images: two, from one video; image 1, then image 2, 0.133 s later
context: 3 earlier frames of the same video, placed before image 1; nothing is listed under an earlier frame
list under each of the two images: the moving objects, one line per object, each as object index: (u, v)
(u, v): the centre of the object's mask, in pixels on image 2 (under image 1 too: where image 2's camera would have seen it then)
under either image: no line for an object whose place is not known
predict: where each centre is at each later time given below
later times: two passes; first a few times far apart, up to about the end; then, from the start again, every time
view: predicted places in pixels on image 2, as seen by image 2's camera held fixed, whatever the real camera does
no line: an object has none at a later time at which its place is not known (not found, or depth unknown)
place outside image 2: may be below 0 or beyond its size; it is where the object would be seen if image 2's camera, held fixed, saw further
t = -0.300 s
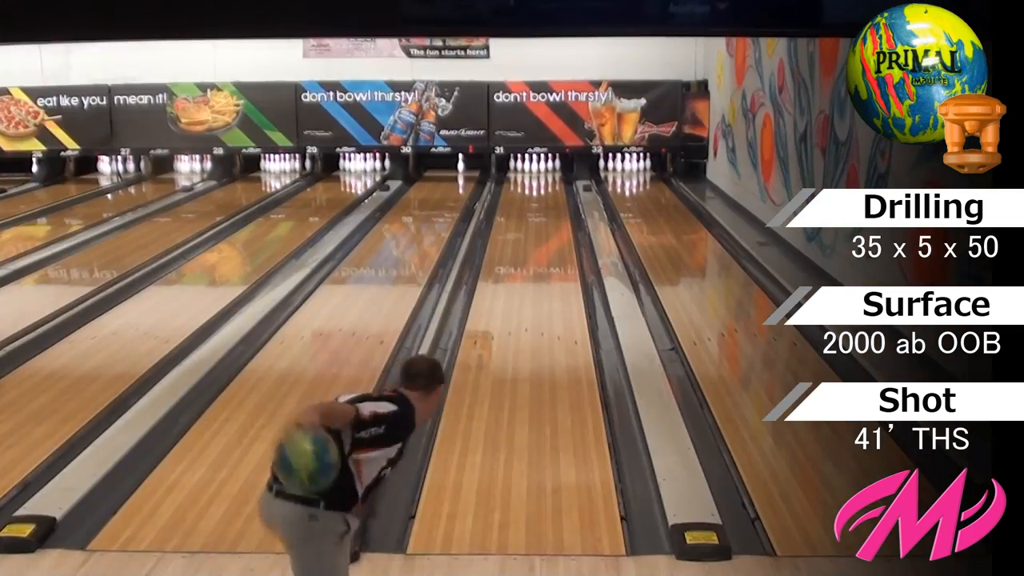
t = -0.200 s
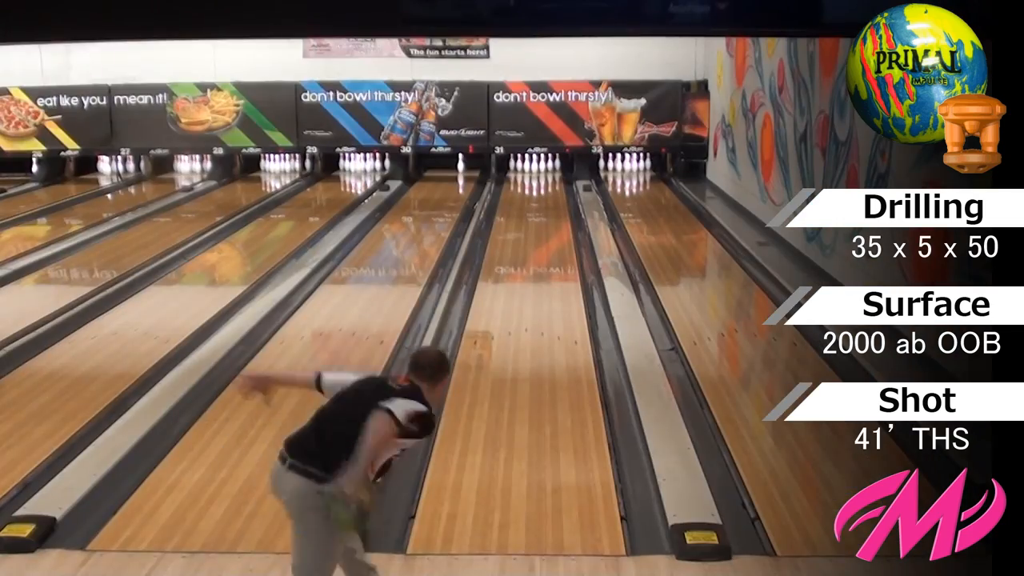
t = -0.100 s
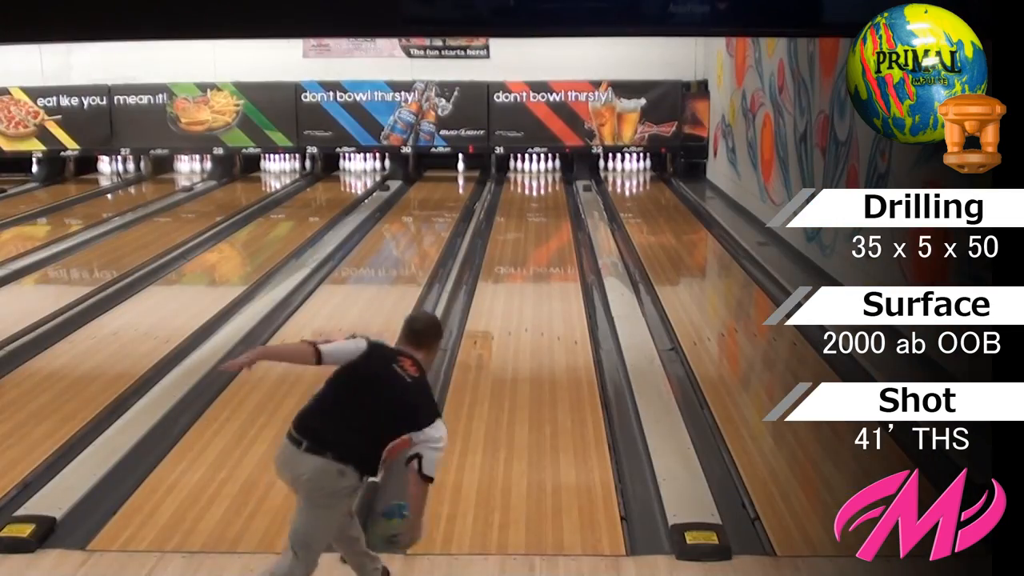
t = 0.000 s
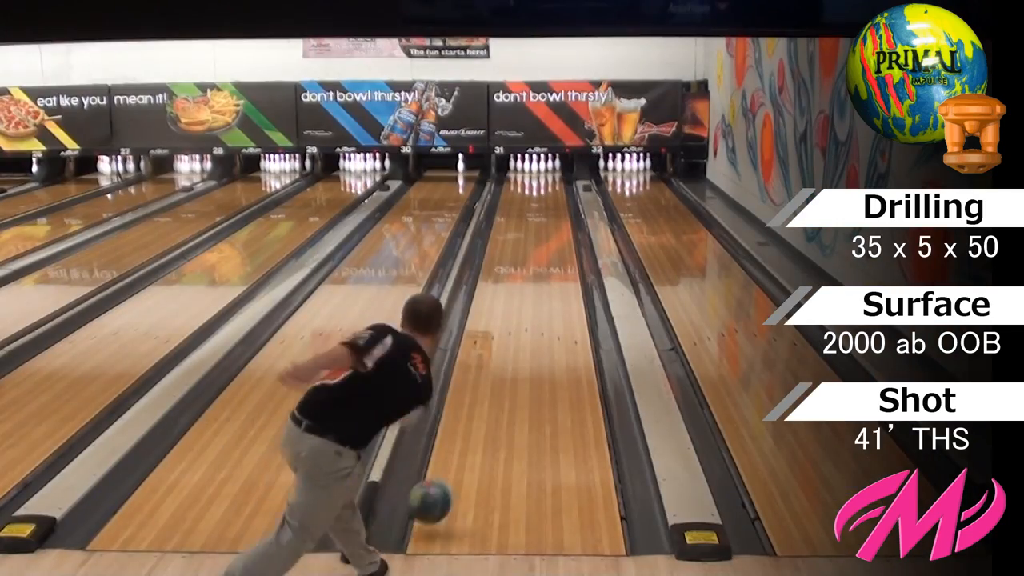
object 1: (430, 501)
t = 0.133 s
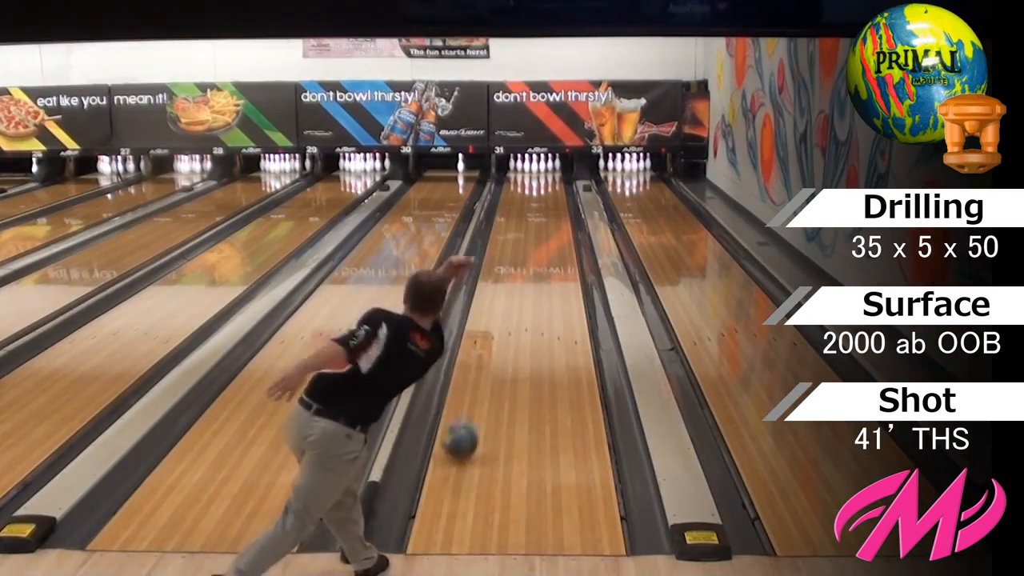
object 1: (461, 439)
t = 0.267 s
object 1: (481, 392)
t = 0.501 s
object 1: (507, 329)
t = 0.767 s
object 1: (526, 281)
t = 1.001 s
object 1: (537, 252)
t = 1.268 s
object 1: (546, 225)
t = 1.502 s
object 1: (550, 208)
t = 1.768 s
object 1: (551, 193)
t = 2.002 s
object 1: (549, 182)
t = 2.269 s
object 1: (540, 172)
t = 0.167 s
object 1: (466, 428)
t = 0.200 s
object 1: (471, 417)
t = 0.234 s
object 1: (476, 405)
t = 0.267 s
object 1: (481, 392)
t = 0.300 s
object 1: (485, 382)
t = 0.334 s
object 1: (489, 372)
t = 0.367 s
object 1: (493, 362)
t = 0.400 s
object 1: (497, 353)
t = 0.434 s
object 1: (501, 345)
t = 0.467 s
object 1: (504, 337)
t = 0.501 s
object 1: (507, 329)
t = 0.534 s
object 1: (509, 321)
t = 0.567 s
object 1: (512, 316)
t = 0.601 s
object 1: (515, 309)
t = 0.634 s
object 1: (517, 303)
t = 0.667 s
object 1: (520, 298)
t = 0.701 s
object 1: (522, 292)
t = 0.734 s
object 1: (524, 287)
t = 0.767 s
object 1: (526, 281)
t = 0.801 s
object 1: (528, 276)
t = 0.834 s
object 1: (530, 272)
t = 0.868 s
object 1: (532, 267)
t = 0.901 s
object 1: (533, 263)
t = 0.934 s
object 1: (535, 259)
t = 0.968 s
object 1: (536, 255)
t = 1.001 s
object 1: (537, 252)
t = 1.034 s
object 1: (539, 247)
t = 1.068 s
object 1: (540, 244)
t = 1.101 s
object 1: (541, 240)
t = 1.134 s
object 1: (542, 238)
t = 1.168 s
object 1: (543, 234)
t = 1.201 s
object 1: (544, 231)
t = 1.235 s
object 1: (544, 228)
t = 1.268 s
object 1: (546, 225)
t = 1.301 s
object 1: (547, 223)
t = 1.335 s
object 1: (547, 220)
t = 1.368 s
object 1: (548, 218)
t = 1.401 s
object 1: (549, 214)
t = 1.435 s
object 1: (549, 213)
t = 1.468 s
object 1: (549, 211)
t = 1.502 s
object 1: (550, 208)
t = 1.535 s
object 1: (551, 205)
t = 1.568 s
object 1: (550, 204)
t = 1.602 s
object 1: (550, 203)
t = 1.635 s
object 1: (551, 200)
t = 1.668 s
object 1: (551, 198)
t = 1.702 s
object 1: (551, 196)
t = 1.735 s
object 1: (551, 194)
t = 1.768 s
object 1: (551, 193)
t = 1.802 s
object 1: (551, 190)
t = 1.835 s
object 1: (551, 188)
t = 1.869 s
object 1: (550, 187)
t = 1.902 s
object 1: (550, 185)
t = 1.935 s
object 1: (549, 184)
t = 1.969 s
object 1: (549, 182)
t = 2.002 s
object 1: (549, 182)
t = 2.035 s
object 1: (548, 180)
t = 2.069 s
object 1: (545, 178)
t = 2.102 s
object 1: (543, 177)
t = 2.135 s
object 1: (544, 175)
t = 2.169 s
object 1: (542, 174)
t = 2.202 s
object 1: (541, 174)
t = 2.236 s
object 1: (540, 173)
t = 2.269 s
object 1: (540, 172)
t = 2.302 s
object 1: (538, 171)
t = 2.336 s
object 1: (537, 168)
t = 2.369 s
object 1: (536, 167)
